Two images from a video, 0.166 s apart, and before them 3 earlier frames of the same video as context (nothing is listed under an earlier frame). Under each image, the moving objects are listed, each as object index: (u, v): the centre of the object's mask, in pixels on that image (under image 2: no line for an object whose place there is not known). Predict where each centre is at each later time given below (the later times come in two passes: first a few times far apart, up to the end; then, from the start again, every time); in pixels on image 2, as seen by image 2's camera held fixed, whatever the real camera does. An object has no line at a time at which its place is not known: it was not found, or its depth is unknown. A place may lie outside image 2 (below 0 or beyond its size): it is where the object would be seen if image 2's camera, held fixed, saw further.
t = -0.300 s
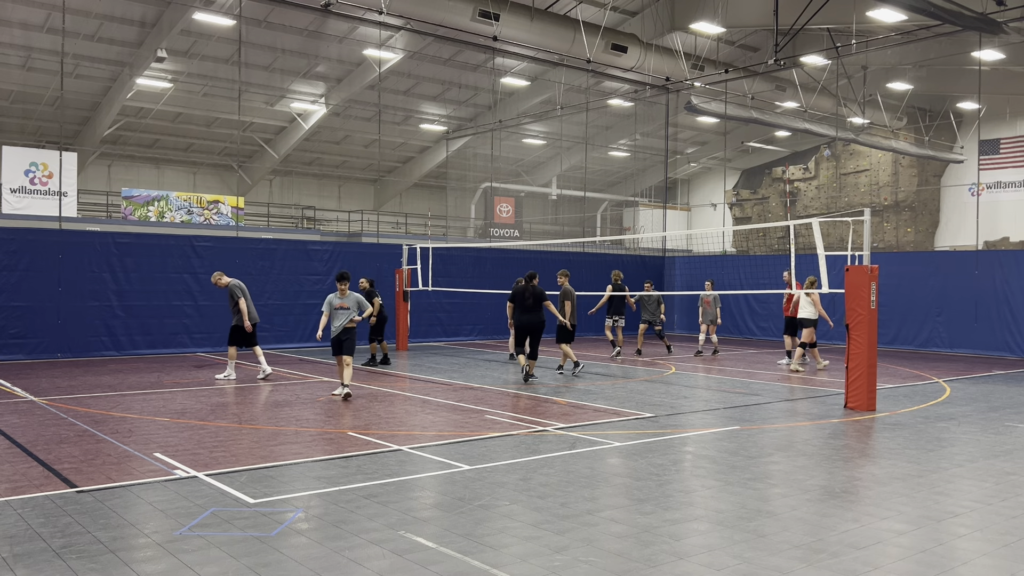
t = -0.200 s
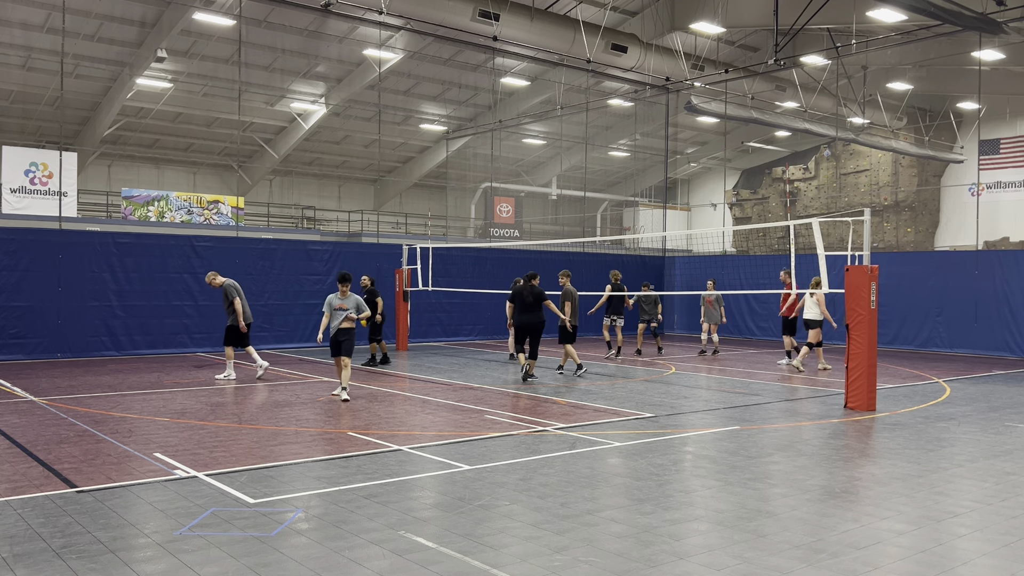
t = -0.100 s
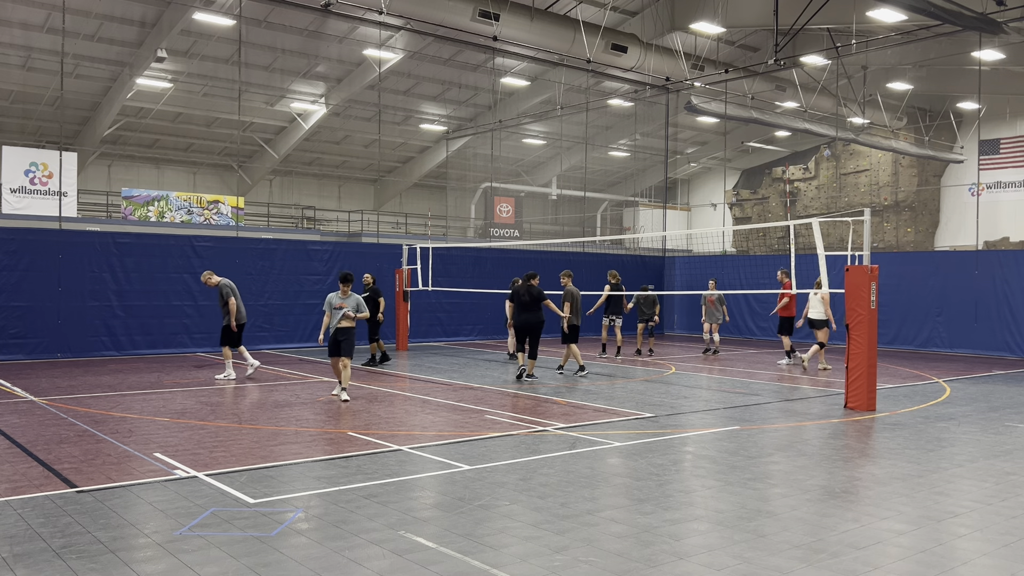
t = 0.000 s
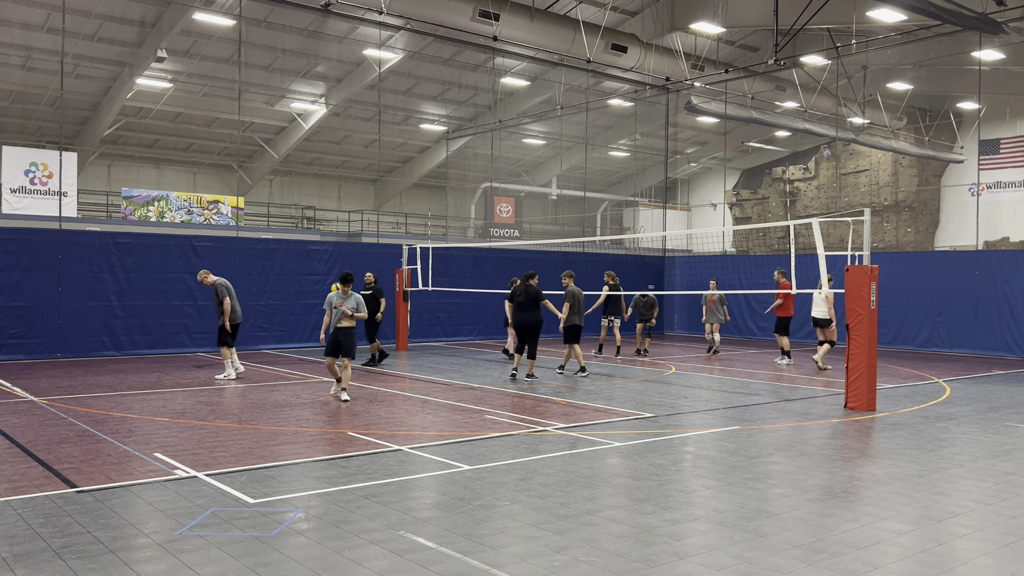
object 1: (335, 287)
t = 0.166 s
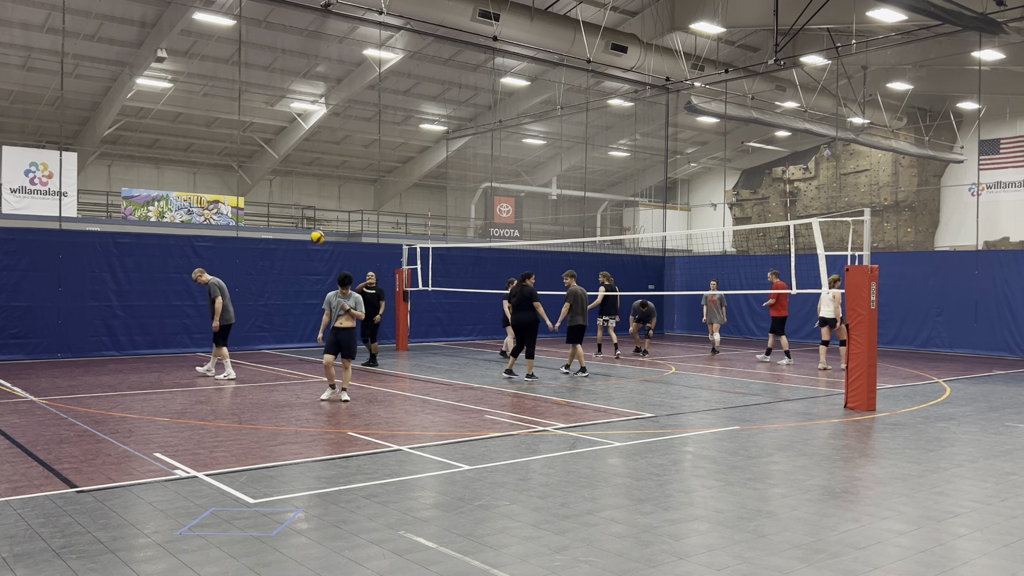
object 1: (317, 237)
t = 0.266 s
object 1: (303, 211)
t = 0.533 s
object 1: (259, 164)
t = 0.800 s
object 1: (201, 164)
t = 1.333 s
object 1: (23, 399)
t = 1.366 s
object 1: (11, 428)
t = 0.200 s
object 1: (313, 228)
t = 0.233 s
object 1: (308, 219)
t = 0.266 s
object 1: (303, 211)
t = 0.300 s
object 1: (299, 203)
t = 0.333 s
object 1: (293, 196)
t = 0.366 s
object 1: (288, 189)
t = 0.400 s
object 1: (282, 183)
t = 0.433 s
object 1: (277, 177)
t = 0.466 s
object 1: (272, 172)
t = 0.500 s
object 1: (266, 168)
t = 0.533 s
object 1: (259, 164)
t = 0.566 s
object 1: (253, 161)
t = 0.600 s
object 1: (246, 159)
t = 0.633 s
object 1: (239, 158)
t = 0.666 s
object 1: (232, 157)
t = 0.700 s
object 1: (225, 157)
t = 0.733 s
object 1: (217, 158)
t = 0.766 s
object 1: (209, 160)
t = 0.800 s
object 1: (201, 164)
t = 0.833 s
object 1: (193, 167)
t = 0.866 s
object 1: (184, 173)
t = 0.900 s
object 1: (175, 179)
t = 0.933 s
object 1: (165, 187)
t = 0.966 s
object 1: (156, 196)
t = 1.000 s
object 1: (146, 206)
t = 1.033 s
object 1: (135, 217)
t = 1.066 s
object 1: (125, 231)
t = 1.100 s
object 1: (114, 245)
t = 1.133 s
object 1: (102, 261)
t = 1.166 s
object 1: (90, 279)
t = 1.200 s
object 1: (78, 299)
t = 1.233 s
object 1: (65, 321)
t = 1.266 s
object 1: (52, 344)
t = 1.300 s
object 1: (38, 370)
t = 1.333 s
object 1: (23, 399)
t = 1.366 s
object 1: (11, 428)
